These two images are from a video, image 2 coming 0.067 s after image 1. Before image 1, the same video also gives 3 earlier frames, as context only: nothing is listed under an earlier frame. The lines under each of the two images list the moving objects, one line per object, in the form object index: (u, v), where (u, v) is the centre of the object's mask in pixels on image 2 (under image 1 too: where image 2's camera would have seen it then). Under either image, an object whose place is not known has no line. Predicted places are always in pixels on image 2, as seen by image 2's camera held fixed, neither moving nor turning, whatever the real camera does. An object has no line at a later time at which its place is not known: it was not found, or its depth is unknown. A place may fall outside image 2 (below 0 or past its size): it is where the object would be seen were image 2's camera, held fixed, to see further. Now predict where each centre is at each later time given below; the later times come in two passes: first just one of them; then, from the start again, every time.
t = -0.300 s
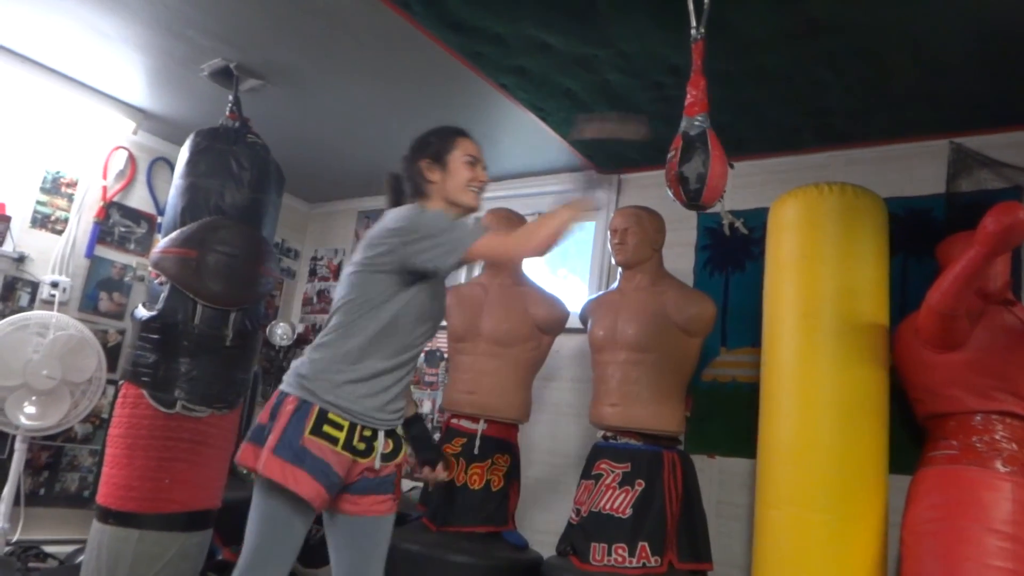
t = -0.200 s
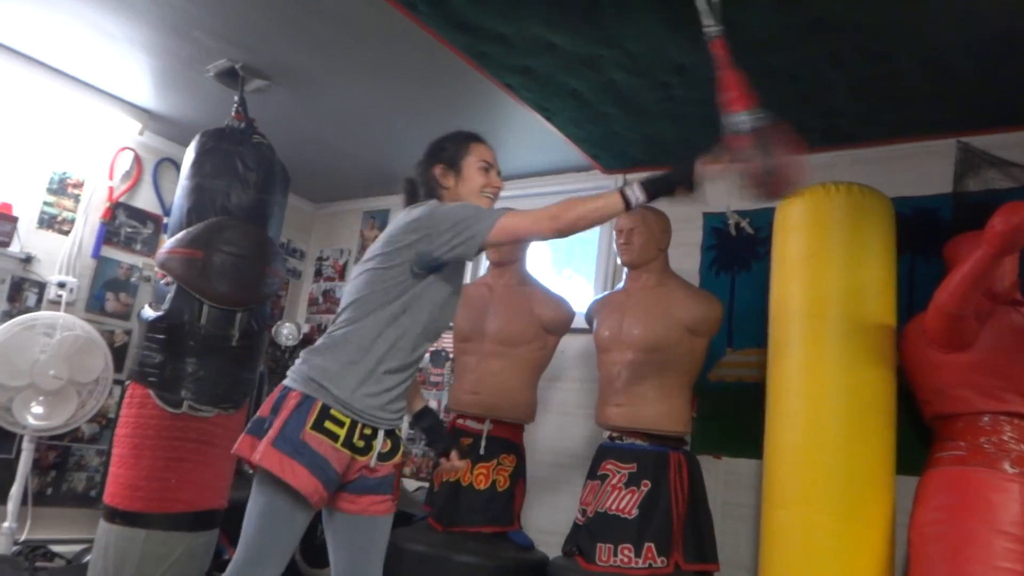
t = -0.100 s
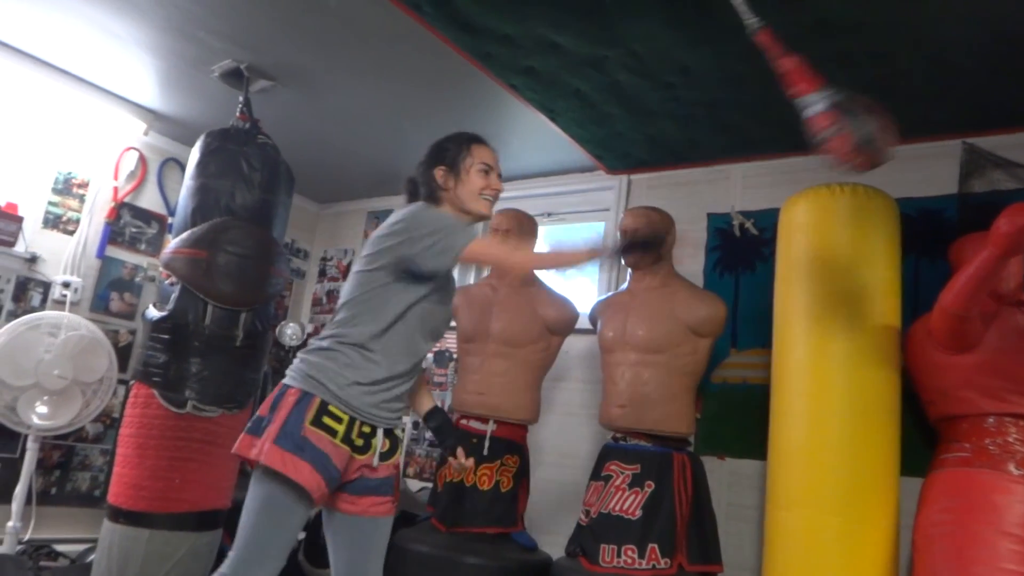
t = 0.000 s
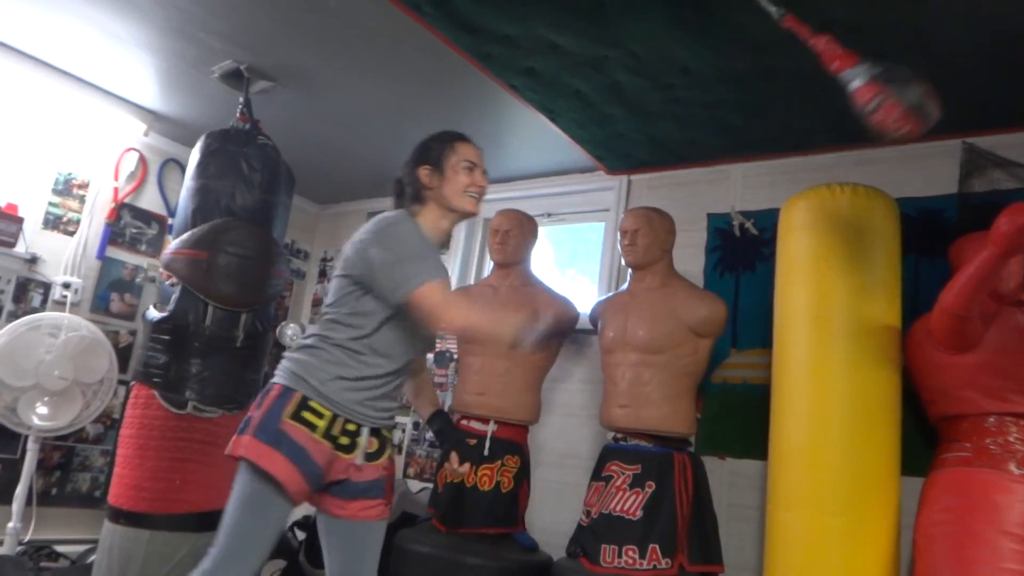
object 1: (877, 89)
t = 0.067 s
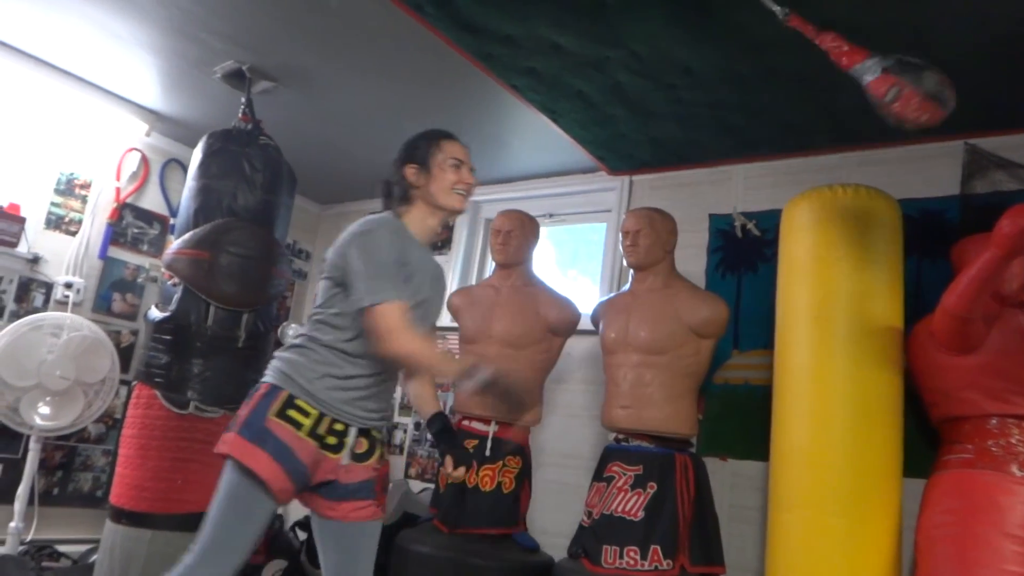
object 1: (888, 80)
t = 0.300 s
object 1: (823, 117)
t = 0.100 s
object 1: (883, 76)
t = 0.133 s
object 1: (884, 79)
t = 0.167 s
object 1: (877, 82)
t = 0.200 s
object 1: (866, 88)
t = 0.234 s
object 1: (854, 95)
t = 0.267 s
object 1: (839, 105)
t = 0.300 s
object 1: (823, 117)
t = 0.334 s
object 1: (801, 128)
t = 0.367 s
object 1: (777, 136)
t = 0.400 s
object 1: (751, 140)
